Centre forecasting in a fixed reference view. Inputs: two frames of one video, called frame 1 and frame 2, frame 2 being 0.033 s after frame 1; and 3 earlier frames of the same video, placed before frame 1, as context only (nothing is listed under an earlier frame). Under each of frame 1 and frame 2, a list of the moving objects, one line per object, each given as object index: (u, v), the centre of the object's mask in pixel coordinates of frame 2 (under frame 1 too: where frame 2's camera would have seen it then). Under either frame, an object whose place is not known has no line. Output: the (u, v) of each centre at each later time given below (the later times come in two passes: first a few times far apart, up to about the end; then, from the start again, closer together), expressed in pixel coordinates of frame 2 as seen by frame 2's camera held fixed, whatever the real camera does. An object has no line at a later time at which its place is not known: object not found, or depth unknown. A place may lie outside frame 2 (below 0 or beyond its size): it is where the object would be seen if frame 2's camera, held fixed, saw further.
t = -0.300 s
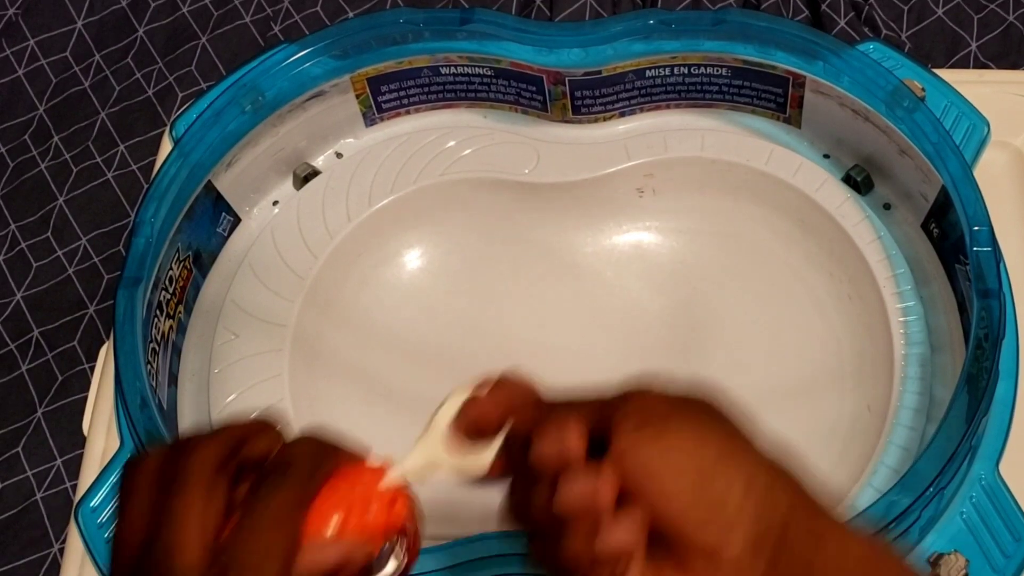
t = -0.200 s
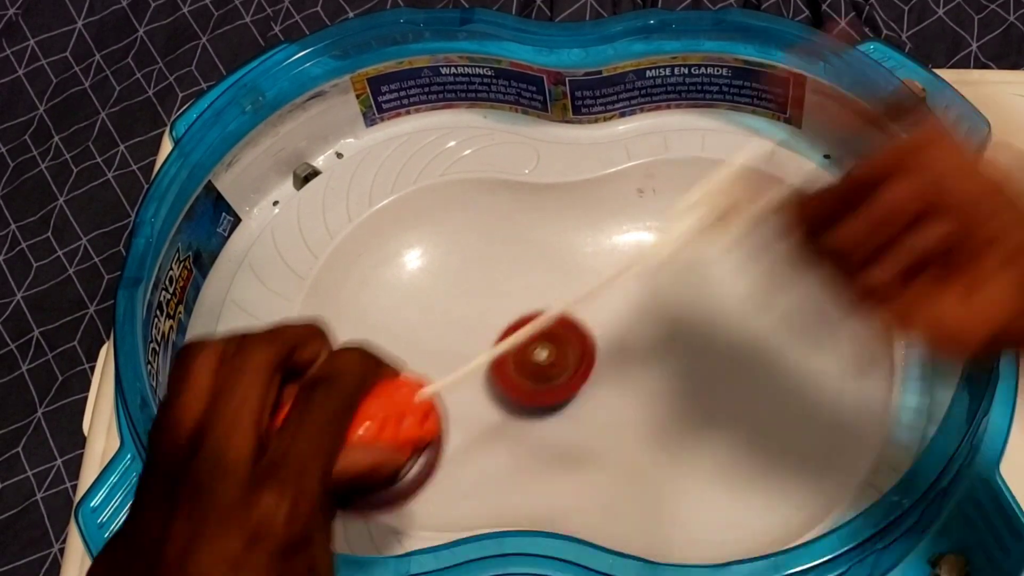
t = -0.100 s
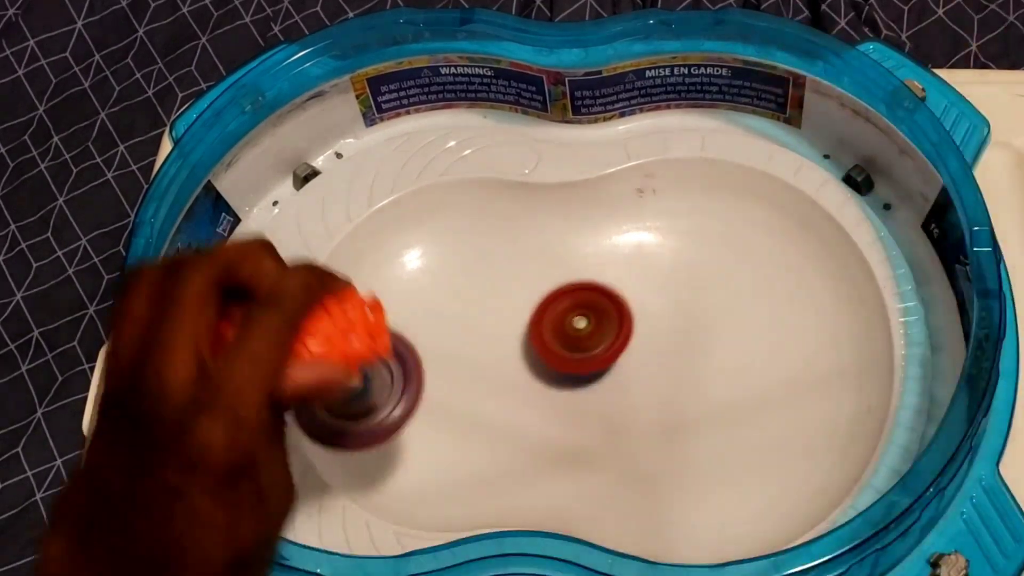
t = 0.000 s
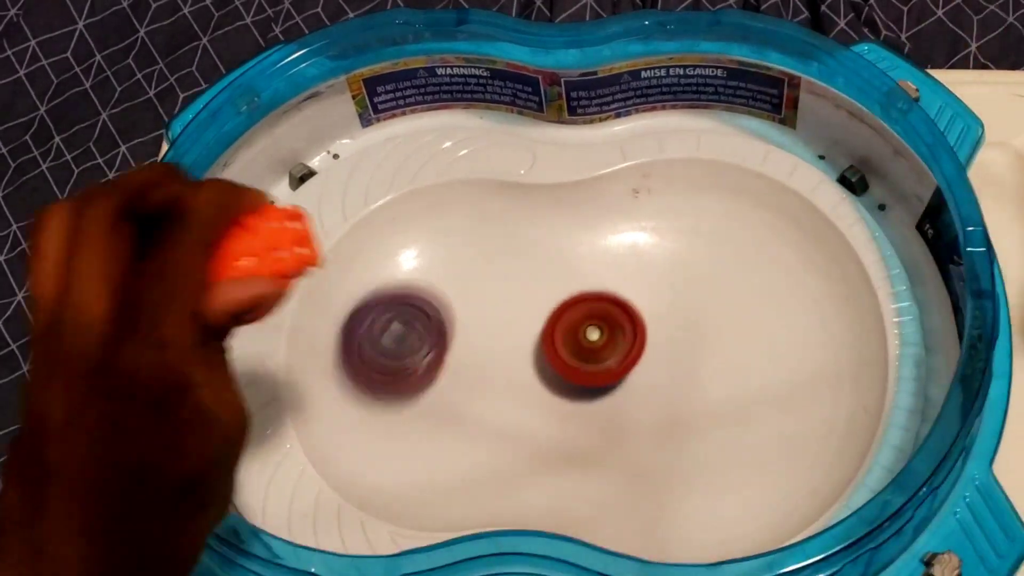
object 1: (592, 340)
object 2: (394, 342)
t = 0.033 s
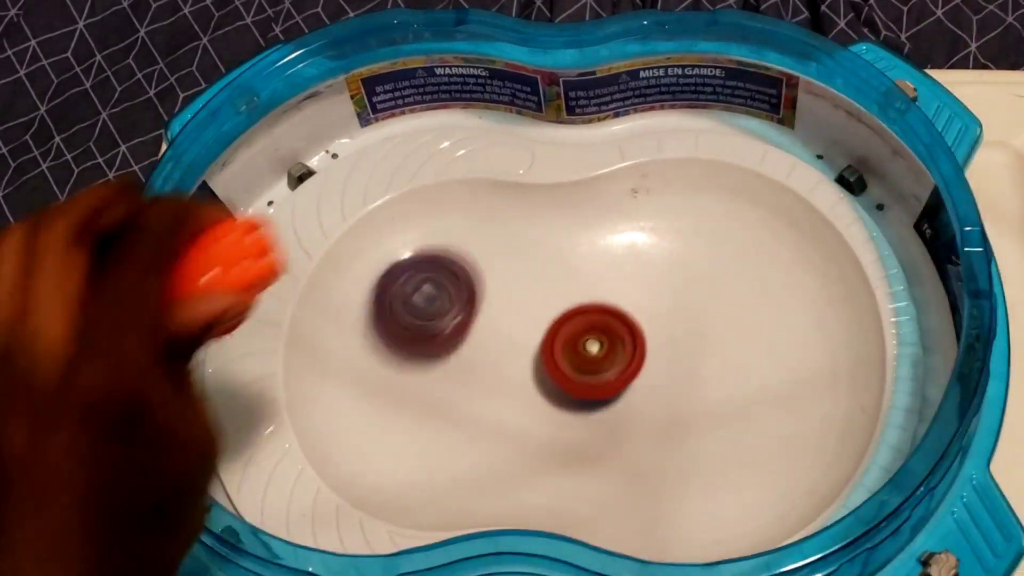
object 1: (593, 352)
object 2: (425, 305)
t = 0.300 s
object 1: (748, 447)
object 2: (548, 278)
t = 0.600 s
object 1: (650, 174)
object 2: (732, 474)
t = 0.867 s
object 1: (267, 472)
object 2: (724, 255)
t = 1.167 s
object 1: (632, 500)
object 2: (316, 356)
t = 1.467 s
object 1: (736, 120)
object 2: (524, 490)
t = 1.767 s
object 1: (377, 374)
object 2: (813, 216)
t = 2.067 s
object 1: (537, 514)
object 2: (517, 226)
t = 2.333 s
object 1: (666, 478)
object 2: (392, 477)
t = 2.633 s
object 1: (674, 168)
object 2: (781, 325)
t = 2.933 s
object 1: (382, 370)
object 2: (591, 255)
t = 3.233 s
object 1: (683, 469)
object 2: (466, 441)
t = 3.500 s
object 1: (742, 195)
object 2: (696, 420)
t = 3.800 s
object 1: (325, 394)
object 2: (665, 264)
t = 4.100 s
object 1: (728, 417)
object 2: (485, 372)
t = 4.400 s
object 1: (631, 180)
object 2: (675, 441)
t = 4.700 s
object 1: (378, 466)
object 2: (705, 253)
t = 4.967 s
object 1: (685, 399)
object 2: (471, 317)
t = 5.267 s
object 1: (736, 243)
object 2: (478, 414)
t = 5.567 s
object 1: (610, 349)
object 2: (708, 407)
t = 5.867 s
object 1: (729, 461)
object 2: (644, 260)
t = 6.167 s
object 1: (722, 310)
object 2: (516, 355)
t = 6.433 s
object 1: (547, 276)
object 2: (638, 441)
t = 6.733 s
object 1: (393, 308)
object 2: (776, 314)
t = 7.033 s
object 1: (486, 415)
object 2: (528, 314)
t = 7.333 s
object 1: (739, 464)
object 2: (425, 349)
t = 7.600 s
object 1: (753, 271)
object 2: (456, 389)
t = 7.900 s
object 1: (558, 250)
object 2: (539, 406)
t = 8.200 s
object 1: (440, 275)
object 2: (690, 451)
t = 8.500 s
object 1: (483, 422)
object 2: (705, 291)
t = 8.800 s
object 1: (709, 469)
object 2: (539, 309)
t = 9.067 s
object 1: (773, 293)
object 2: (511, 374)
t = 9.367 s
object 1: (596, 257)
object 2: (640, 419)
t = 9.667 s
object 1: (504, 376)
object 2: (740, 320)
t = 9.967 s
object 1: (581, 428)
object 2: (622, 302)
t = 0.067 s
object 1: (592, 368)
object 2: (453, 272)
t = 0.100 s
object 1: (595, 384)
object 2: (476, 242)
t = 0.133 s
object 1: (604, 400)
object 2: (493, 219)
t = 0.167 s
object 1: (622, 414)
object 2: (507, 208)
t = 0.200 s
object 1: (646, 428)
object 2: (524, 203)
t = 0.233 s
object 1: (676, 444)
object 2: (532, 227)
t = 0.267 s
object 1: (711, 452)
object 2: (542, 249)
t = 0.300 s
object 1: (748, 447)
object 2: (548, 278)
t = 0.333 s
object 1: (782, 431)
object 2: (551, 308)
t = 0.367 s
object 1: (809, 404)
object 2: (551, 338)
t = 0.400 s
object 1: (826, 370)
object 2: (556, 365)
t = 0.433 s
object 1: (829, 330)
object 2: (569, 391)
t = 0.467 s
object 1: (818, 289)
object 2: (590, 414)
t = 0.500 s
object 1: (795, 251)
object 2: (617, 433)
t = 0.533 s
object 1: (758, 215)
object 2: (650, 452)
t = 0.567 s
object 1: (708, 187)
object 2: (689, 467)
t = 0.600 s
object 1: (650, 174)
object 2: (732, 474)
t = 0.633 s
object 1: (593, 183)
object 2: (779, 467)
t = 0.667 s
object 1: (536, 205)
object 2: (815, 446)
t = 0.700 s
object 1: (479, 235)
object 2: (836, 417)
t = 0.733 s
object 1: (416, 268)
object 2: (840, 388)
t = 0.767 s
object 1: (351, 309)
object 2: (828, 355)
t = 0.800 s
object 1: (306, 355)
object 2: (797, 326)
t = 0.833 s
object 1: (282, 409)
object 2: (764, 289)
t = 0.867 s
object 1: (267, 472)
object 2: (724, 255)
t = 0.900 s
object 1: (286, 505)
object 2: (678, 222)
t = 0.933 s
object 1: (327, 516)
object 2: (632, 202)
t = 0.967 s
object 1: (365, 523)
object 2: (584, 200)
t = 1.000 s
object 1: (404, 524)
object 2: (537, 213)
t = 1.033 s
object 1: (444, 521)
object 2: (496, 232)
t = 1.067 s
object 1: (497, 512)
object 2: (451, 256)
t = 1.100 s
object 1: (545, 504)
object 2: (400, 284)
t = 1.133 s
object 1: (589, 500)
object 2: (354, 317)
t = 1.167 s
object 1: (632, 500)
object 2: (316, 356)
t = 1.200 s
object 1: (679, 486)
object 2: (304, 395)
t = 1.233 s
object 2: (308, 439)
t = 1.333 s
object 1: (839, 287)
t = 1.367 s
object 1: (835, 222)
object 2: (408, 523)
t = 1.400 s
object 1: (808, 172)
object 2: (448, 511)
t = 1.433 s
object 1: (778, 132)
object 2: (488, 500)
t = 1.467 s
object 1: (736, 120)
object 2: (524, 490)
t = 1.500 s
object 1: (694, 123)
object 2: (563, 484)
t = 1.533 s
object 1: (654, 130)
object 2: (601, 481)
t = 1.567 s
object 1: (613, 145)
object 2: (647, 454)
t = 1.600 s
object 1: (574, 173)
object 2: (695, 424)
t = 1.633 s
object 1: (536, 212)
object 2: (738, 392)
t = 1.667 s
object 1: (497, 255)
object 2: (775, 353)
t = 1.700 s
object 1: (452, 295)
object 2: (804, 308)
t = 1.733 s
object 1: (411, 333)
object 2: (818, 260)
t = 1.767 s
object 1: (377, 374)
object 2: (813, 216)
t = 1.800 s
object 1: (351, 417)
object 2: (794, 183)
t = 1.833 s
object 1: (346, 451)
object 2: (768, 161)
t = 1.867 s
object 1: (359, 481)
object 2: (736, 145)
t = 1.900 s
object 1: (390, 490)
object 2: (702, 136)
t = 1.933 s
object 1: (426, 500)
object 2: (663, 138)
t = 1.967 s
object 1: (460, 502)
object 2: (625, 145)
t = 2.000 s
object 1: (491, 505)
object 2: (589, 162)
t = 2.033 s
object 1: (516, 510)
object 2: (548, 197)
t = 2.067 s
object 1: (537, 514)
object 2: (517, 226)
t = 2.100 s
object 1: (555, 511)
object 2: (478, 261)
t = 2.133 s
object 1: (568, 509)
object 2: (438, 295)
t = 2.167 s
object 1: (575, 507)
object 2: (403, 328)
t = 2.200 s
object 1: (583, 506)
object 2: (380, 359)
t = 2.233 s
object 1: (598, 505)
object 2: (365, 392)
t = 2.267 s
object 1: (615, 505)
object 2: (361, 425)
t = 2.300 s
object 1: (636, 501)
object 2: (368, 457)
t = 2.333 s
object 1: (666, 478)
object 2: (392, 477)
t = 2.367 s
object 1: (702, 450)
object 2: (428, 484)
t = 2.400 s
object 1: (734, 419)
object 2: (472, 477)
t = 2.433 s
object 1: (758, 381)
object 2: (519, 464)
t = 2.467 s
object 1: (769, 341)
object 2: (569, 444)
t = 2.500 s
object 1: (771, 299)
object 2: (622, 422)
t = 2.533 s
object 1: (763, 257)
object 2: (674, 400)
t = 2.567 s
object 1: (741, 218)
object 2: (720, 379)
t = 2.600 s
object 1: (711, 188)
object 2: (754, 354)
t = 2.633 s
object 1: (674, 168)
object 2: (781, 325)
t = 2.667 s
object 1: (633, 164)
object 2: (804, 290)
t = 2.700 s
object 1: (594, 177)
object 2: (809, 259)
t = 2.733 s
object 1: (558, 202)
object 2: (802, 232)
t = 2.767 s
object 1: (519, 233)
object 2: (783, 213)
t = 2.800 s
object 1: (480, 266)
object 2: (753, 206)
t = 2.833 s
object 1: (444, 293)
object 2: (715, 208)
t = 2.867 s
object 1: (412, 320)
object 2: (673, 217)
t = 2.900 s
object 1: (393, 345)
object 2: (630, 232)
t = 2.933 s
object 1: (382, 370)
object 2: (591, 255)
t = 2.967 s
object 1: (380, 399)
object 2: (554, 281)
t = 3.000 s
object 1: (391, 426)
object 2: (519, 307)
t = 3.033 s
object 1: (410, 449)
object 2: (492, 332)
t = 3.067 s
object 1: (441, 465)
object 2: (471, 355)
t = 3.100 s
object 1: (478, 470)
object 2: (456, 375)
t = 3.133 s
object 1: (523, 473)
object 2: (449, 398)
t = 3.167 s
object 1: (575, 472)
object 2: (448, 415)
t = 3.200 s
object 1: (628, 471)
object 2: (454, 430)
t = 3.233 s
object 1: (683, 469)
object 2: (466, 441)
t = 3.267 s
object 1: (729, 459)
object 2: (483, 447)
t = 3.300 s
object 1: (772, 437)
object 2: (504, 449)
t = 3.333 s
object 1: (800, 404)
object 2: (531, 446)
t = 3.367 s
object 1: (821, 365)
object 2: (560, 441)
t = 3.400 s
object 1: (824, 318)
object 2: (593, 436)
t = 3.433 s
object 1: (814, 273)
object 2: (629, 430)
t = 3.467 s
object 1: (784, 229)
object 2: (665, 424)
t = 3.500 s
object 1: (742, 195)
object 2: (696, 420)
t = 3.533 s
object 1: (685, 176)
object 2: (720, 412)
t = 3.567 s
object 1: (626, 177)
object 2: (738, 396)
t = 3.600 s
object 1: (565, 199)
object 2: (750, 375)
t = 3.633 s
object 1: (512, 231)
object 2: (754, 351)
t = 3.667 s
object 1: (455, 263)
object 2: (749, 325)
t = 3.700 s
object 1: (409, 290)
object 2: (735, 302)
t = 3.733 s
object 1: (369, 322)
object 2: (717, 284)
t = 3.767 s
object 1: (339, 356)
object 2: (693, 271)
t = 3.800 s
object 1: (325, 394)
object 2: (665, 264)
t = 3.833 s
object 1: (331, 431)
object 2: (637, 267)
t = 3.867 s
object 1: (359, 465)
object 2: (611, 276)
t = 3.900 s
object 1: (403, 485)
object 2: (583, 290)
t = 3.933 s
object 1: (456, 483)
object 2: (554, 304)
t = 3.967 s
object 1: (517, 473)
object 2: (526, 319)
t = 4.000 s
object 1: (573, 464)
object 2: (507, 333)
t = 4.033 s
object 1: (632, 450)
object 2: (494, 346)
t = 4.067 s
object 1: (685, 437)
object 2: (487, 359)
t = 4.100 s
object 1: (728, 417)
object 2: (485, 372)
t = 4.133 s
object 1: (765, 388)
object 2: (486, 386)
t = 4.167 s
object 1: (794, 353)
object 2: (493, 398)
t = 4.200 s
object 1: (809, 313)
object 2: (505, 409)
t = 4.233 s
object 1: (811, 268)
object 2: (524, 419)
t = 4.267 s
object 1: (800, 225)
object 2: (550, 424)
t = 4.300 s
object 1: (773, 194)
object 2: (580, 428)
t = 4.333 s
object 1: (731, 172)
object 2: (611, 431)
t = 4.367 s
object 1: (683, 166)
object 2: (646, 437)
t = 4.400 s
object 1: (631, 180)
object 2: (675, 441)
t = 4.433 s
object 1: (579, 212)
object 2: (704, 439)
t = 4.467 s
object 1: (529, 248)
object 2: (732, 427)
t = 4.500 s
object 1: (486, 284)
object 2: (748, 408)
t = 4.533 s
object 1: (449, 320)
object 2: (758, 382)
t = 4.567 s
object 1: (416, 354)
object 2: (768, 351)
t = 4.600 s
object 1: (389, 386)
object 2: (764, 322)
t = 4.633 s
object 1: (374, 416)
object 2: (750, 295)
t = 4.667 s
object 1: (371, 443)
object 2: (731, 273)
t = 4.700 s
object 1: (378, 466)
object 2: (705, 253)
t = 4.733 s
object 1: (399, 479)
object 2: (676, 241)
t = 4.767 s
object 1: (432, 482)
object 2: (646, 239)
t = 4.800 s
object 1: (472, 473)
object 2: (617, 243)
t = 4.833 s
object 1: (515, 458)
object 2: (586, 260)
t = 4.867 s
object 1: (559, 442)
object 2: (556, 274)
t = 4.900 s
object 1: (602, 427)
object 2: (522, 291)
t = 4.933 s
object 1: (646, 413)
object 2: (494, 304)
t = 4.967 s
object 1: (685, 399)
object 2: (471, 317)
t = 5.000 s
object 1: (718, 387)
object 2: (454, 329)
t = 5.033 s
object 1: (740, 373)
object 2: (444, 340)
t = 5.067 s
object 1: (756, 355)
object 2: (437, 352)
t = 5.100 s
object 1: (766, 334)
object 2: (434, 365)
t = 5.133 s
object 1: (771, 312)
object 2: (434, 377)
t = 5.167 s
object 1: (771, 290)
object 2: (439, 390)
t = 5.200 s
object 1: (764, 270)
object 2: (448, 400)
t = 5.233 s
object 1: (753, 254)
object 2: (460, 408)
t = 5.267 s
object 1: (736, 243)
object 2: (478, 414)
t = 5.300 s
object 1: (716, 237)
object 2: (497, 419)
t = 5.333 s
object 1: (695, 237)
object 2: (522, 422)
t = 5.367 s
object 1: (675, 243)
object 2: (548, 421)
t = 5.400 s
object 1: (657, 254)
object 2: (578, 421)
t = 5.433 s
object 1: (643, 273)
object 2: (610, 419)
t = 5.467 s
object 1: (630, 294)
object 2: (639, 419)
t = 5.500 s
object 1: (619, 313)
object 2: (666, 419)
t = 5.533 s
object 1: (612, 331)
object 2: (689, 417)
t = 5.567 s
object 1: (610, 349)
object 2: (708, 407)
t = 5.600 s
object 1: (611, 366)
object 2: (722, 391)
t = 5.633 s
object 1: (614, 384)
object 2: (733, 370)
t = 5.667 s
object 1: (621, 400)
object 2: (740, 343)
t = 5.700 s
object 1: (634, 416)
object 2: (737, 321)
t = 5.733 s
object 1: (649, 433)
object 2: (727, 297)
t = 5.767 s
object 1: (666, 449)
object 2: (709, 282)
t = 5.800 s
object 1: (685, 460)
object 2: (689, 267)
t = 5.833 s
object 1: (707, 463)
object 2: (668, 260)
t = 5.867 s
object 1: (729, 461)
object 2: (644, 260)
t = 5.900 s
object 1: (749, 452)
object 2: (623, 266)
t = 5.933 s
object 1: (765, 437)
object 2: (600, 279)
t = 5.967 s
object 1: (776, 418)
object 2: (578, 290)
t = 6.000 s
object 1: (781, 397)
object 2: (553, 301)
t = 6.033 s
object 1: (779, 377)
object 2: (535, 311)
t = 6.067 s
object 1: (772, 357)
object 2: (522, 322)
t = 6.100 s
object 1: (759, 338)
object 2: (516, 332)
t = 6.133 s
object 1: (742, 323)
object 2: (514, 344)
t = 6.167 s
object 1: (722, 310)
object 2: (516, 355)
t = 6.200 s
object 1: (700, 302)
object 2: (520, 366)
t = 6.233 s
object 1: (677, 297)
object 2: (528, 377)
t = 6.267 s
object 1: (653, 297)
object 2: (539, 388)
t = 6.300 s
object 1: (629, 299)
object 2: (554, 396)
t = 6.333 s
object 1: (606, 299)
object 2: (573, 404)
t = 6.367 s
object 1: (589, 290)
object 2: (589, 418)
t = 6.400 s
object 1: (569, 283)
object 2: (612, 429)
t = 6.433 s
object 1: (547, 276)
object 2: (638, 441)
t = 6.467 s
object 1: (526, 272)
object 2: (666, 454)
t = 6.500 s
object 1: (506, 268)
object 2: (693, 462)
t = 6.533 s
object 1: (485, 265)
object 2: (722, 459)
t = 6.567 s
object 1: (466, 264)
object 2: (747, 448)
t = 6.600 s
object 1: (448, 265)
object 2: (774, 425)
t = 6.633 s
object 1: (431, 269)
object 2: (788, 398)
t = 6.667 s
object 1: (415, 279)
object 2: (792, 368)
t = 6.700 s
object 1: (402, 292)
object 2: (790, 338)
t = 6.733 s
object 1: (393, 308)
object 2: (776, 314)
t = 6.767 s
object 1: (388, 325)
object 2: (756, 289)
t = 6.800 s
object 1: (388, 343)
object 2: (732, 273)
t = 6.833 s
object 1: (392, 361)
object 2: (702, 262)
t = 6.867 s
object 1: (400, 377)
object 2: (673, 259)
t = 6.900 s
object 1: (412, 391)
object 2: (643, 264)
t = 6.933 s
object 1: (427, 401)
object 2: (612, 278)
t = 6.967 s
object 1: (445, 408)
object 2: (584, 291)
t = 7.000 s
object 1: (465, 412)
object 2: (554, 304)
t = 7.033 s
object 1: (486, 415)
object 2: (528, 314)
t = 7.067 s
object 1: (507, 422)
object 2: (508, 322)
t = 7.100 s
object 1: (528, 435)
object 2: (492, 326)
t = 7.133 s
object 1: (556, 443)
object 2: (479, 328)
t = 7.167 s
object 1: (586, 453)
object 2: (467, 331)
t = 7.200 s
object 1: (615, 462)
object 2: (455, 334)
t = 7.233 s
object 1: (647, 470)
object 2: (446, 337)
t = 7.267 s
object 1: (679, 475)
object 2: (438, 339)
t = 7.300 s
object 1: (710, 474)
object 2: (430, 344)
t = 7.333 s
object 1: (739, 464)
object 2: (425, 349)
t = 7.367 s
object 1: (765, 447)
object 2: (420, 356)
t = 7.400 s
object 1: (784, 423)
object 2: (418, 365)
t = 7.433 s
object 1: (797, 396)
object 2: (420, 373)
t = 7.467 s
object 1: (801, 367)
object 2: (424, 381)
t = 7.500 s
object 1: (798, 339)
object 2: (430, 386)
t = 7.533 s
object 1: (789, 313)
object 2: (437, 388)
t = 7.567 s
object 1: (773, 290)
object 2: (447, 389)
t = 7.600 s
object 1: (753, 271)
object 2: (456, 389)
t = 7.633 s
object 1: (729, 257)
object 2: (466, 388)
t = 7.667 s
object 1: (704, 247)
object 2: (479, 386)
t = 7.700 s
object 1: (678, 244)
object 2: (490, 385)
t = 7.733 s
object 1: (653, 246)
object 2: (501, 384)
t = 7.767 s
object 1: (628, 253)
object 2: (513, 381)
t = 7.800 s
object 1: (604, 263)
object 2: (526, 380)
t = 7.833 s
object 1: (580, 273)
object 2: (537, 377)
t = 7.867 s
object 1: (568, 265)
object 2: (537, 391)
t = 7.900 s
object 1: (558, 250)
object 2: (539, 406)
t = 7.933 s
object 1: (544, 243)
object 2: (546, 414)
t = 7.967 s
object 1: (530, 238)
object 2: (560, 420)
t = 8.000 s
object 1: (514, 236)
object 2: (576, 426)
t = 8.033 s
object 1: (497, 236)
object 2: (595, 431)
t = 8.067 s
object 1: (481, 239)
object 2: (615, 436)
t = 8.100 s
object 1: (467, 243)
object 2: (635, 442)
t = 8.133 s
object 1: (456, 250)
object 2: (654, 451)
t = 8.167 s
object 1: (447, 261)
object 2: (672, 454)
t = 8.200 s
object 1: (440, 275)
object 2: (690, 451)
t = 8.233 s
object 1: (436, 292)
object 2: (708, 442)
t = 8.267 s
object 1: (434, 308)
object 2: (729, 425)
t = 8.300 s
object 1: (435, 325)
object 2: (740, 407)
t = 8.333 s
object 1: (438, 343)
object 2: (744, 387)
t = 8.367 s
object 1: (443, 360)
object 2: (744, 366)
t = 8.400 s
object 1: (449, 377)
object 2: (743, 338)
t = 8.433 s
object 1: (458, 392)
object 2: (734, 322)
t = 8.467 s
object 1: (469, 408)
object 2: (721, 304)
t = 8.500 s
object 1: (483, 422)
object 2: (705, 291)
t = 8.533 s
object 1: (501, 434)
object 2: (686, 281)
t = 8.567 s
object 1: (524, 442)
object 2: (669, 276)
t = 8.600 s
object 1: (550, 449)
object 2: (651, 276)
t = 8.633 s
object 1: (575, 455)
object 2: (633, 281)
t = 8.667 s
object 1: (600, 462)
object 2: (611, 290)
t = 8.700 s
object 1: (626, 469)
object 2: (589, 295)
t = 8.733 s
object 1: (654, 475)
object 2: (570, 299)
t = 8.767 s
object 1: (682, 475)
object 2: (553, 303)
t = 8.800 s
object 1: (709, 469)
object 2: (539, 309)
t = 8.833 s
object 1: (733, 456)
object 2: (528, 316)
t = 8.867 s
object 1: (753, 439)
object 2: (519, 324)
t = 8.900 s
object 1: (769, 417)
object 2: (512, 332)
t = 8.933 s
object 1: (781, 393)
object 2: (508, 340)
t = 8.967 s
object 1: (786, 367)
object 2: (506, 348)
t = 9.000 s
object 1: (787, 341)
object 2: (506, 356)
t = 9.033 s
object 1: (782, 316)
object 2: (508, 365)
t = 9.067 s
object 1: (773, 293)
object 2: (511, 374)
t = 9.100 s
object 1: (759, 271)
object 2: (516, 383)
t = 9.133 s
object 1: (742, 254)
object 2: (523, 391)
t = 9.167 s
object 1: (722, 240)
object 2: (533, 398)
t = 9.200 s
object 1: (700, 232)
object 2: (546, 403)
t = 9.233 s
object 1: (676, 228)
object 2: (561, 407)
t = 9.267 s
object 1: (653, 230)
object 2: (579, 412)
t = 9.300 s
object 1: (633, 236)
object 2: (598, 415)
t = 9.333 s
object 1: (614, 246)
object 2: (619, 417)
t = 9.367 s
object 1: (596, 257)
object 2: (640, 419)
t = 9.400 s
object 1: (579, 269)
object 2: (660, 421)
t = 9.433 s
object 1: (560, 281)
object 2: (679, 420)
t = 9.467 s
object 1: (544, 294)
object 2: (698, 415)
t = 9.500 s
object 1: (533, 306)
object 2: (713, 405)
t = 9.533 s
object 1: (524, 320)
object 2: (729, 389)
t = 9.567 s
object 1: (516, 335)
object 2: (739, 372)
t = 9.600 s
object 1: (511, 348)
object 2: (744, 355)
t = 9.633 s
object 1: (507, 363)
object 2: (744, 338)
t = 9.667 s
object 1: (504, 376)
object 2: (740, 320)
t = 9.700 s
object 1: (504, 389)
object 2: (735, 303)
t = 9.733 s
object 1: (506, 400)
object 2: (725, 288)
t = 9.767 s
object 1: (509, 410)
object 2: (713, 277)
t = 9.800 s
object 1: (516, 418)
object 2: (699, 269)
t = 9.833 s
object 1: (526, 424)
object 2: (683, 267)
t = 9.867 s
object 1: (538, 428)
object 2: (666, 270)
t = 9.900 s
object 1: (552, 429)
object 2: (650, 281)
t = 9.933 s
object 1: (566, 429)
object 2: (636, 292)
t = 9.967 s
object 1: (581, 428)
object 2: (622, 302)
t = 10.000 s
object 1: (595, 425)
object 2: (610, 312)
